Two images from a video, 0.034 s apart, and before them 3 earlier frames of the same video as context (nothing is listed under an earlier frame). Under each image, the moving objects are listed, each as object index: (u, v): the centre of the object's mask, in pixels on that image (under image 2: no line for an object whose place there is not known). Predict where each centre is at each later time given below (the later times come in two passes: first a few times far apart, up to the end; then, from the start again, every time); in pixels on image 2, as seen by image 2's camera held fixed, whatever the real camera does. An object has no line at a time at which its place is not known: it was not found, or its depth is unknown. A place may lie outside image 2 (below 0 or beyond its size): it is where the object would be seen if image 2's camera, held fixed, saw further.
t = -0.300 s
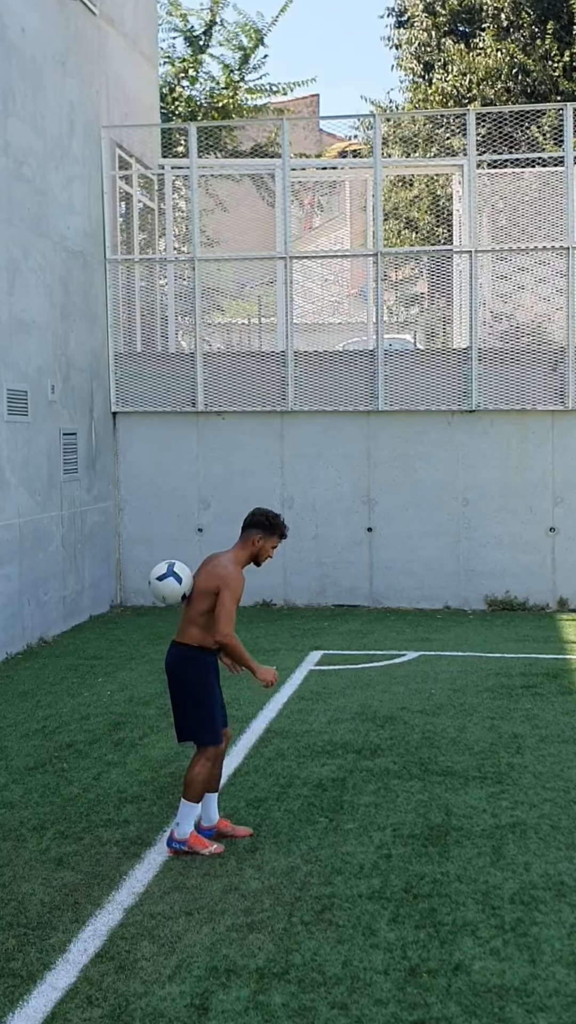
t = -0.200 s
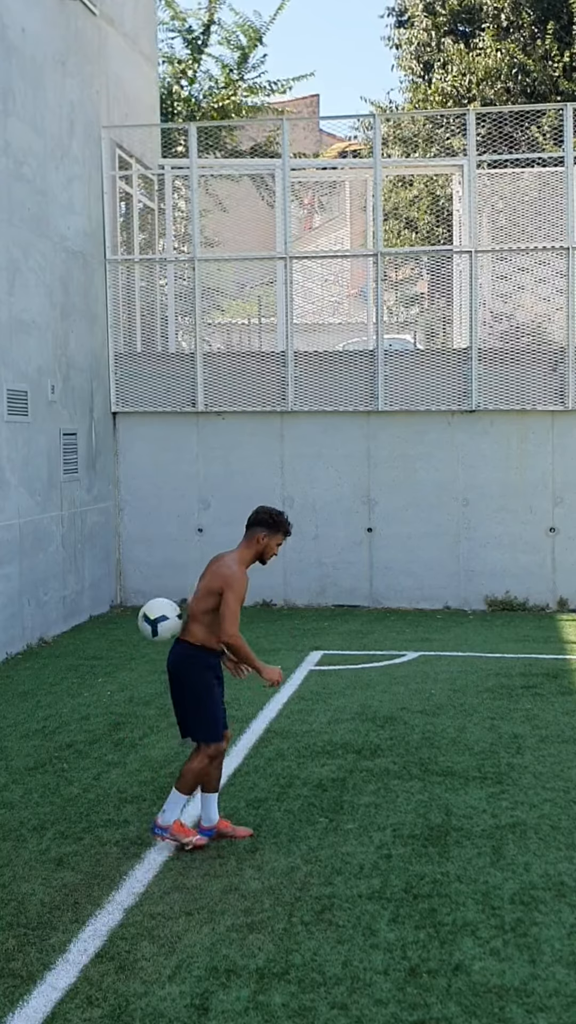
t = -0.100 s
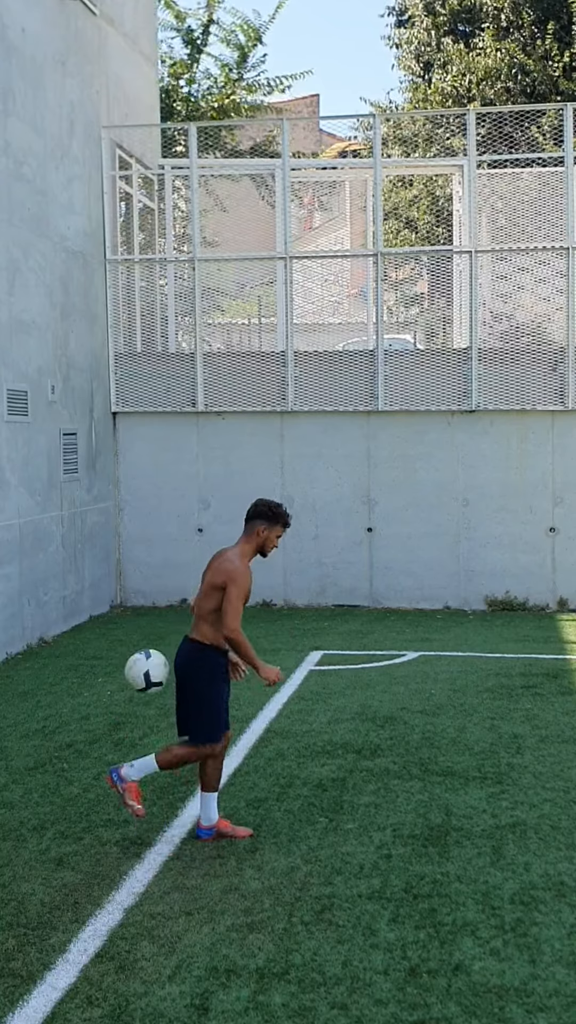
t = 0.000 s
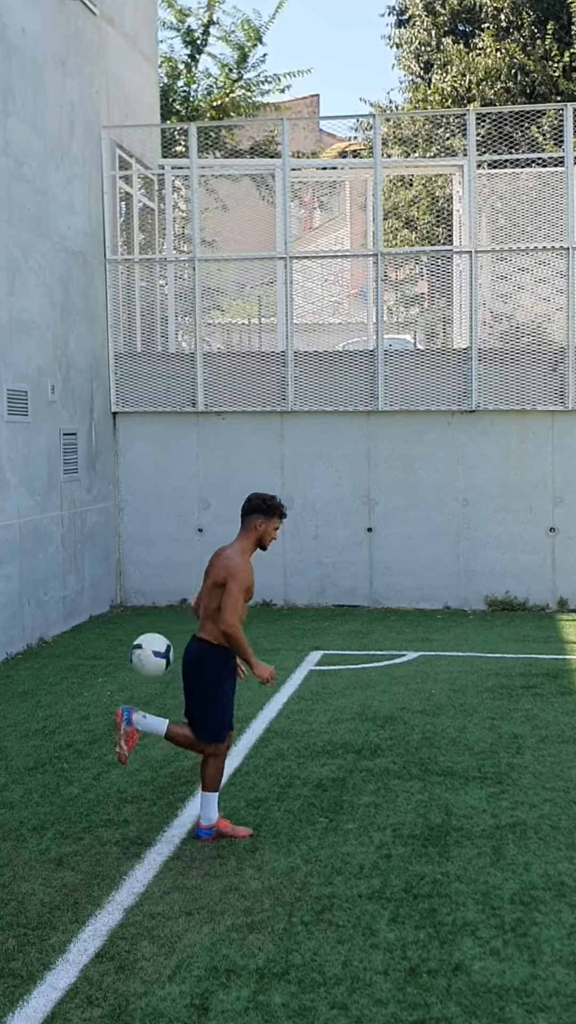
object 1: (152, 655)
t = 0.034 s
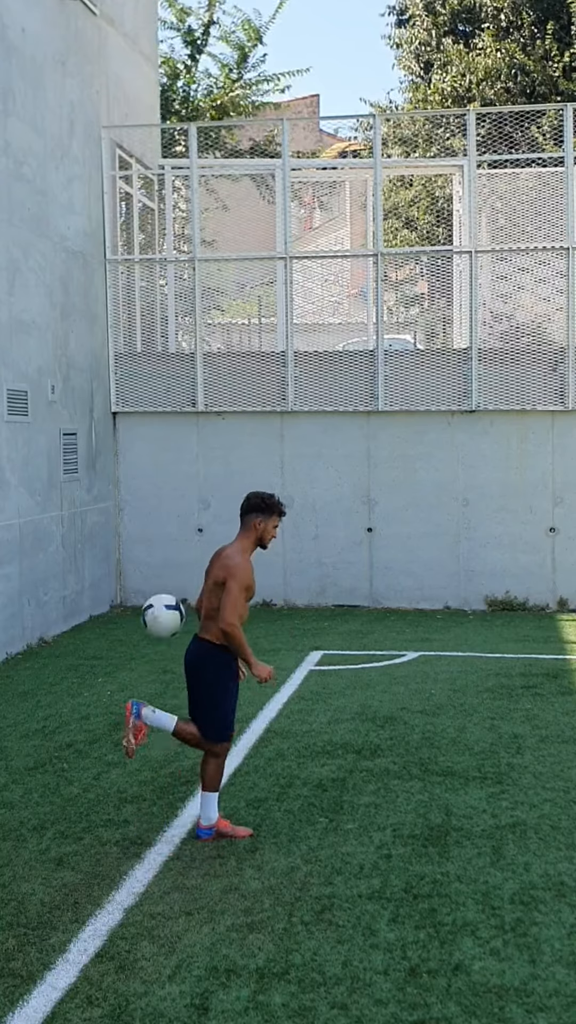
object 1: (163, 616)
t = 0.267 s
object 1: (241, 410)
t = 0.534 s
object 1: (328, 308)
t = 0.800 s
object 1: (412, 339)
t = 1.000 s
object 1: (471, 443)
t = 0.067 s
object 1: (174, 579)
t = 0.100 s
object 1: (185, 545)
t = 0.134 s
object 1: (197, 514)
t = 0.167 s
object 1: (208, 484)
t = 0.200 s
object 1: (219, 457)
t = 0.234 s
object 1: (229, 433)
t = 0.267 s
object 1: (241, 410)
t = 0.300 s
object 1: (252, 390)
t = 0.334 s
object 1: (263, 372)
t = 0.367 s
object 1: (275, 356)
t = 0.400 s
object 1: (285, 342)
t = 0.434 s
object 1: (296, 330)
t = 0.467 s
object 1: (306, 320)
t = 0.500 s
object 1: (317, 314)
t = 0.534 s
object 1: (328, 308)
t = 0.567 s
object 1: (339, 305)
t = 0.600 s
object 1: (350, 304)
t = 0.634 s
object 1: (360, 304)
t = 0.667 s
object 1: (370, 307)
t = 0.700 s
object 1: (382, 312)
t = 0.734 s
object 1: (391, 319)
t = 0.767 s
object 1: (401, 329)
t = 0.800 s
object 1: (412, 339)
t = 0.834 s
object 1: (422, 352)
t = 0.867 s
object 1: (432, 367)
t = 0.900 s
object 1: (442, 383)
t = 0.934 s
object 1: (452, 401)
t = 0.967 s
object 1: (462, 421)
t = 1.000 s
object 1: (471, 443)
